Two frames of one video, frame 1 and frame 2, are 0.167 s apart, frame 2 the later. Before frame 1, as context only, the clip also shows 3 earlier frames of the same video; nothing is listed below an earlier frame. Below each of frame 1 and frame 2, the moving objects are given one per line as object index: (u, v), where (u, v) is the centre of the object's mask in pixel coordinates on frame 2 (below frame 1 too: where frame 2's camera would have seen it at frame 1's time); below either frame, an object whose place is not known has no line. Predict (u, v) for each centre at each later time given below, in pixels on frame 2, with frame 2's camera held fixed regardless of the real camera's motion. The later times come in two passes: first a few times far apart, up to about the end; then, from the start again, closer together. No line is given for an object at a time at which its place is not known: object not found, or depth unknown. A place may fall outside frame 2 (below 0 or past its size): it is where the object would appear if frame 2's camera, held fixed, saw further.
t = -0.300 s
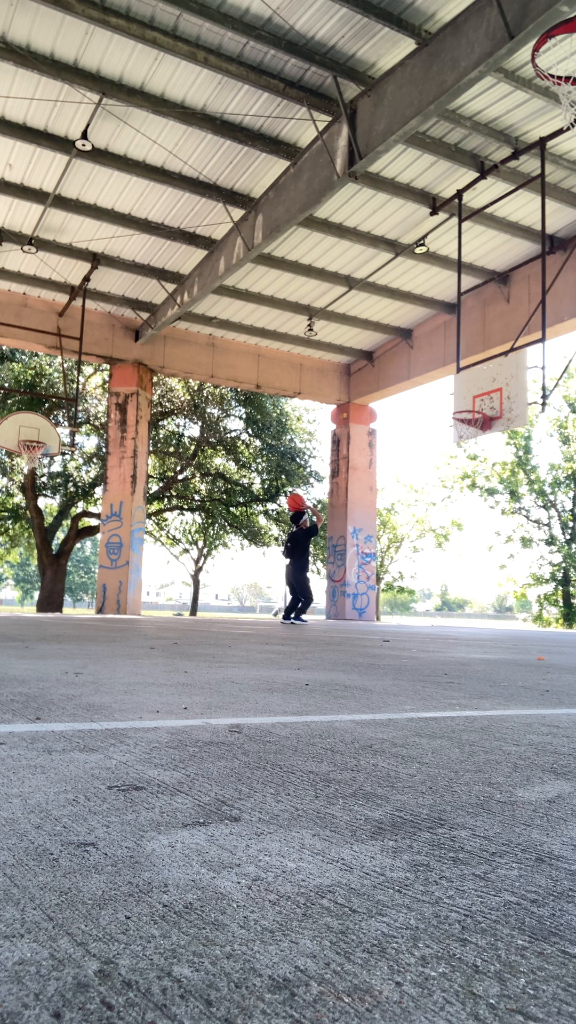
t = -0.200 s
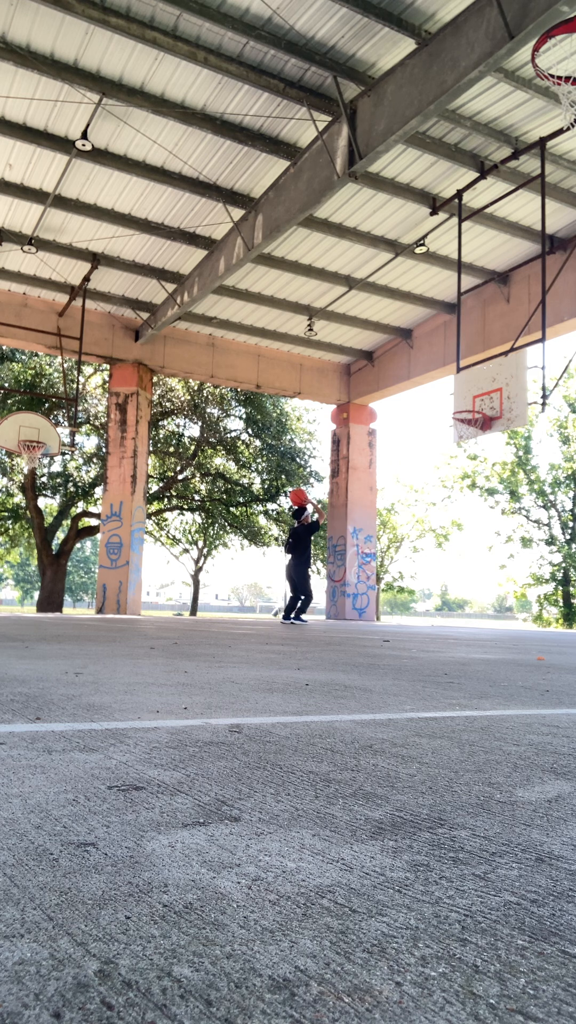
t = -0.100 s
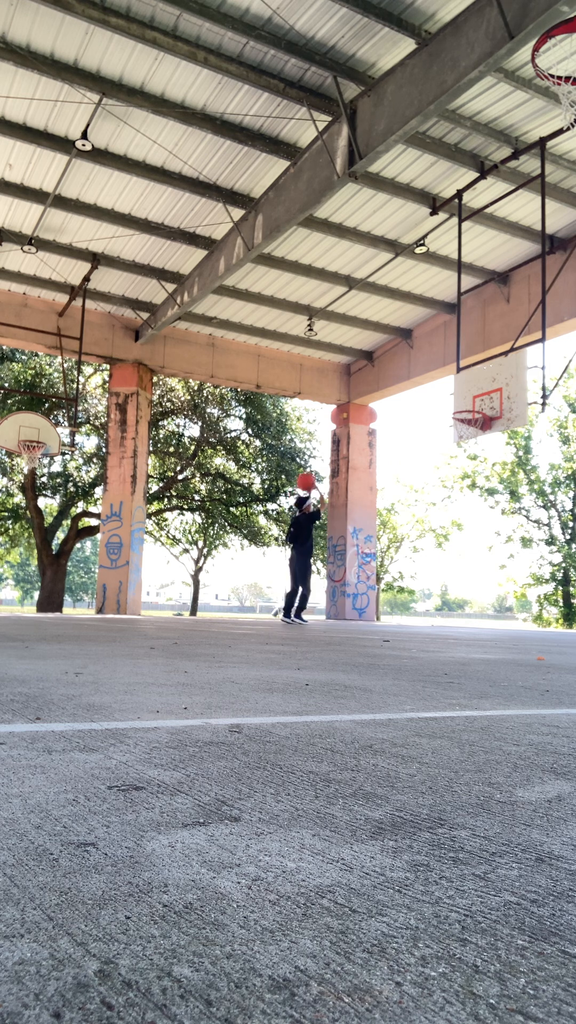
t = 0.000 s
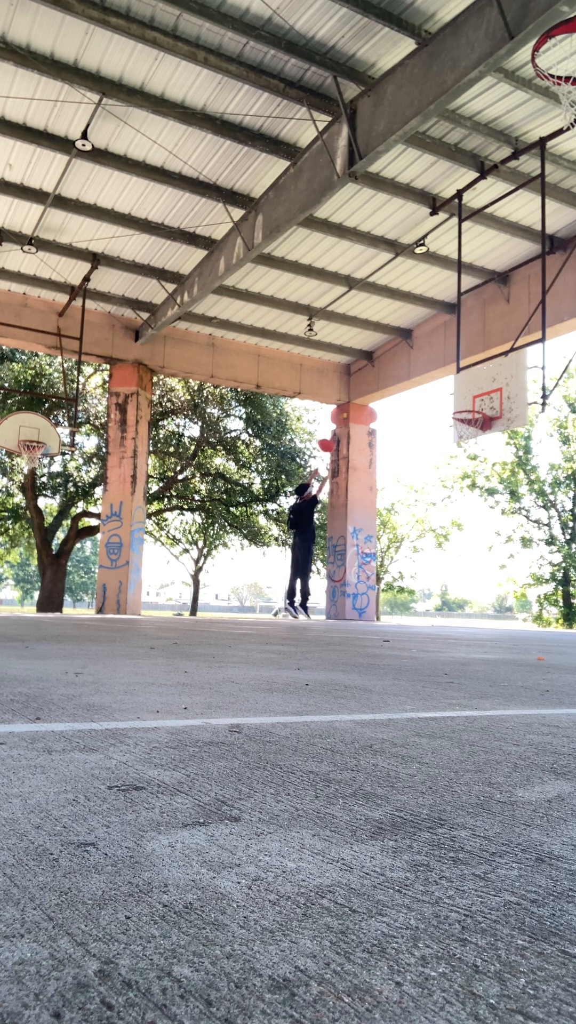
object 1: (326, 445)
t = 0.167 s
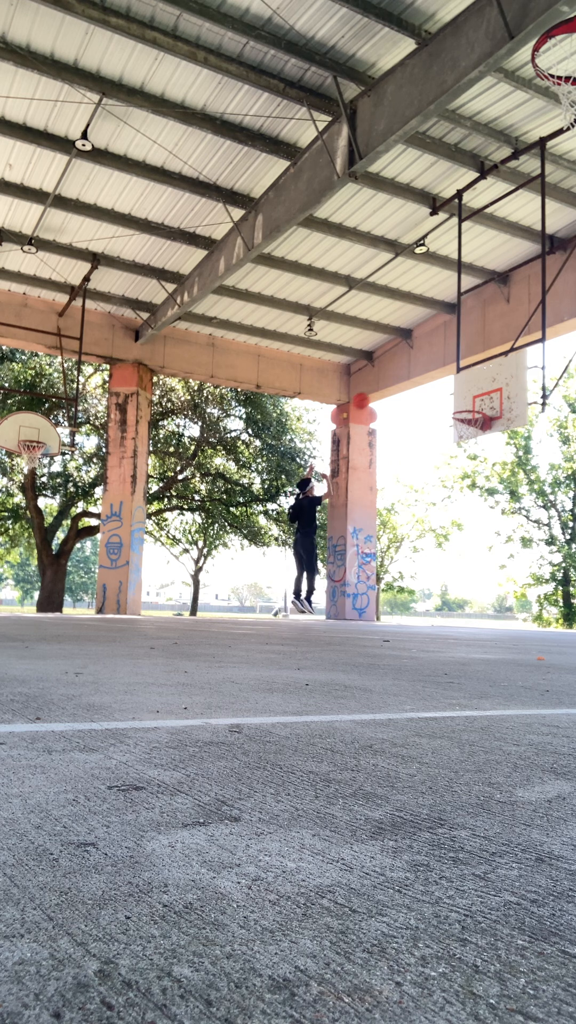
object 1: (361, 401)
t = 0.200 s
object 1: (367, 395)
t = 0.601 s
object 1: (439, 383)
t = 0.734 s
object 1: (461, 403)
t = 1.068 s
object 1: (430, 410)
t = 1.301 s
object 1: (398, 440)
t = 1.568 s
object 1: (364, 514)
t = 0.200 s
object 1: (367, 395)
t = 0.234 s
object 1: (374, 390)
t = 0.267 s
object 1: (381, 385)
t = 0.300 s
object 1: (387, 382)
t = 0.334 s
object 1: (393, 379)
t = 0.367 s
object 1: (399, 377)
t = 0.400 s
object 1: (405, 376)
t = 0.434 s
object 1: (411, 375)
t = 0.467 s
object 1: (417, 376)
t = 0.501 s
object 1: (423, 377)
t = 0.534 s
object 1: (428, 378)
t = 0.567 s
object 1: (434, 380)
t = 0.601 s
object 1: (439, 383)
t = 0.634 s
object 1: (446, 388)
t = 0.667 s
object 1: (452, 392)
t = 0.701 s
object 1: (457, 397)
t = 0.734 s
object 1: (461, 403)
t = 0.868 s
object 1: (459, 410)
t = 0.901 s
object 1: (455, 408)
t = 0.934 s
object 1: (450, 407)
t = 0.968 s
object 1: (445, 407)
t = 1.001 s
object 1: (440, 407)
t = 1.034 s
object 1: (435, 408)
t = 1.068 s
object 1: (430, 410)
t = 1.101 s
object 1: (425, 412)
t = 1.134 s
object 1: (421, 415)
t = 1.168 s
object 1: (416, 419)
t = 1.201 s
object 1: (412, 423)
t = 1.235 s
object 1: (407, 428)
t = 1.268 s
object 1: (403, 434)
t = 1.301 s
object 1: (398, 440)
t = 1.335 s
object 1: (394, 447)
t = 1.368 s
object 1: (390, 455)
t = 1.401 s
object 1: (385, 463)
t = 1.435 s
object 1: (380, 472)
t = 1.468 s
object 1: (376, 482)
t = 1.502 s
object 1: (372, 492)
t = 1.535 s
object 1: (368, 502)
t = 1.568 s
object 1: (364, 514)
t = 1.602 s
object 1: (360, 526)
